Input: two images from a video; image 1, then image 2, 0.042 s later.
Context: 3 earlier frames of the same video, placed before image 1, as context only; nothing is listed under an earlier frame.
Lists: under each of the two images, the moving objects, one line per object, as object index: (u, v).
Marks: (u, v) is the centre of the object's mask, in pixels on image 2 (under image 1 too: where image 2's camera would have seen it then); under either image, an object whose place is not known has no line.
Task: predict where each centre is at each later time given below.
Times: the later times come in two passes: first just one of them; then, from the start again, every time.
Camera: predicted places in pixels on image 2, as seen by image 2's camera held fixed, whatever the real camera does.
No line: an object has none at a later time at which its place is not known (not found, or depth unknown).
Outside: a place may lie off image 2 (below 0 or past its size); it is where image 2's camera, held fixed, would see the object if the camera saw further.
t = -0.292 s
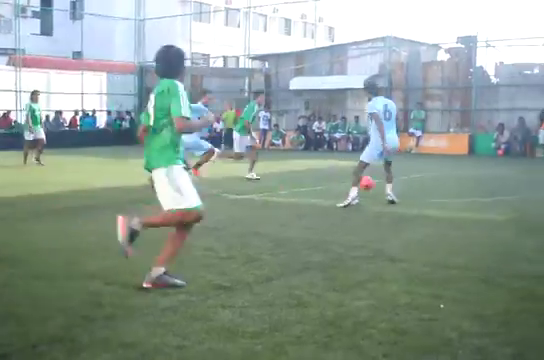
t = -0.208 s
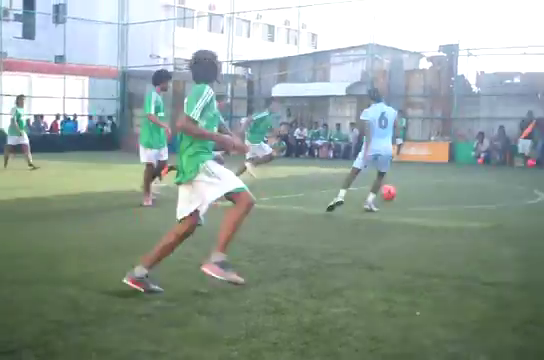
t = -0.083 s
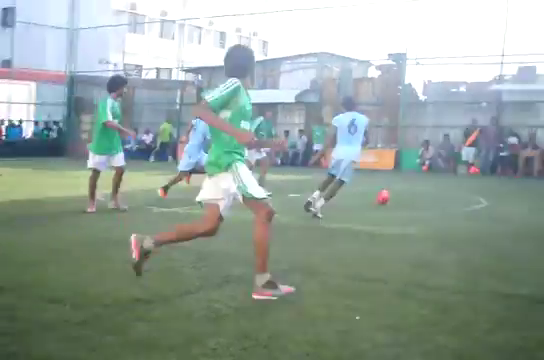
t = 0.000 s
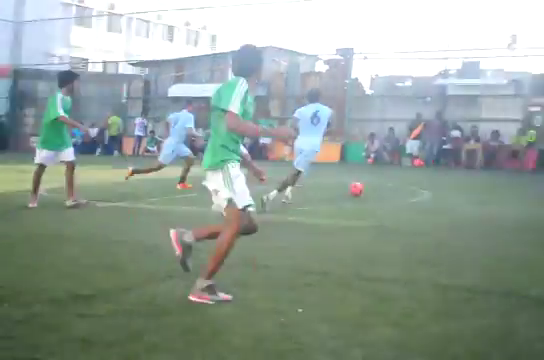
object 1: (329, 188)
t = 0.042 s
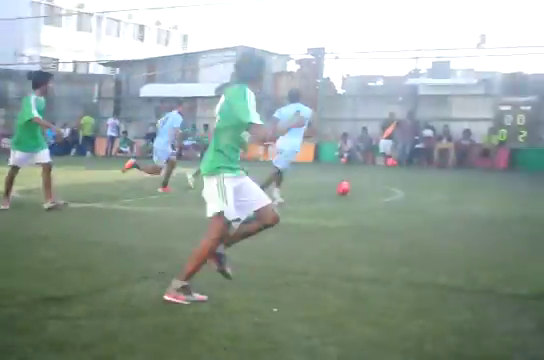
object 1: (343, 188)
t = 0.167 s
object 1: (377, 186)
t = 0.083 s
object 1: (355, 188)
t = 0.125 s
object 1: (367, 188)
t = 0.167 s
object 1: (377, 186)
